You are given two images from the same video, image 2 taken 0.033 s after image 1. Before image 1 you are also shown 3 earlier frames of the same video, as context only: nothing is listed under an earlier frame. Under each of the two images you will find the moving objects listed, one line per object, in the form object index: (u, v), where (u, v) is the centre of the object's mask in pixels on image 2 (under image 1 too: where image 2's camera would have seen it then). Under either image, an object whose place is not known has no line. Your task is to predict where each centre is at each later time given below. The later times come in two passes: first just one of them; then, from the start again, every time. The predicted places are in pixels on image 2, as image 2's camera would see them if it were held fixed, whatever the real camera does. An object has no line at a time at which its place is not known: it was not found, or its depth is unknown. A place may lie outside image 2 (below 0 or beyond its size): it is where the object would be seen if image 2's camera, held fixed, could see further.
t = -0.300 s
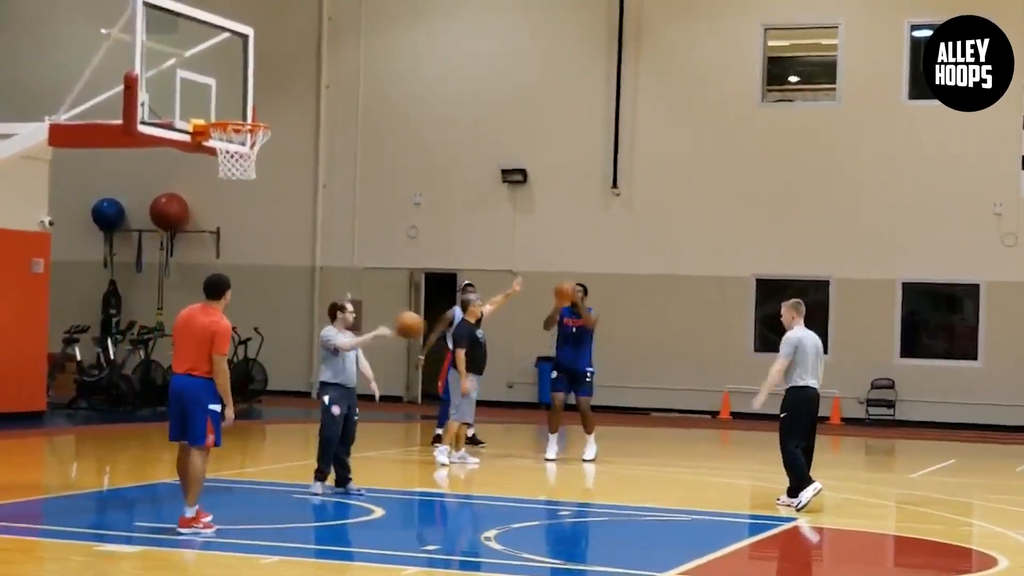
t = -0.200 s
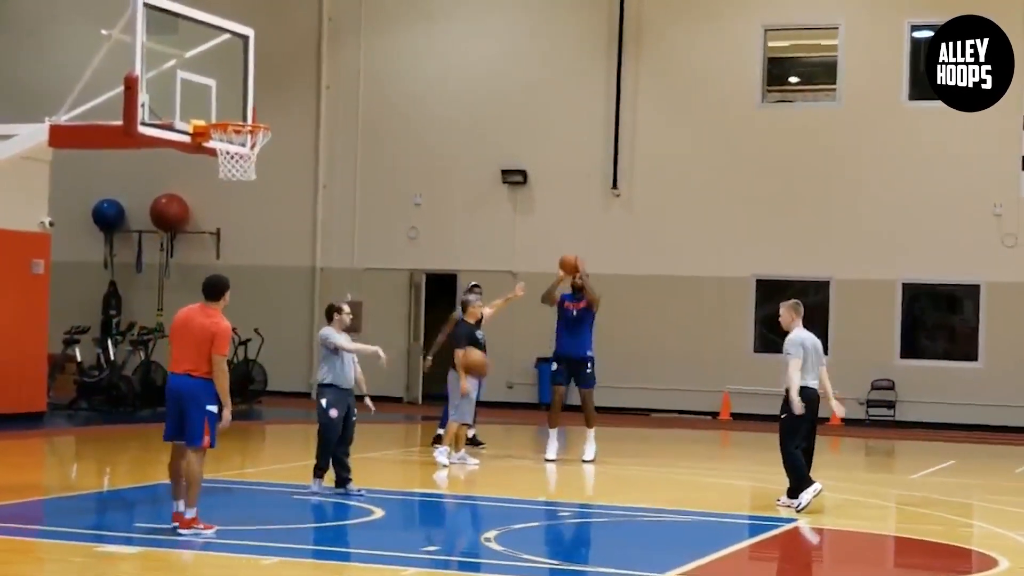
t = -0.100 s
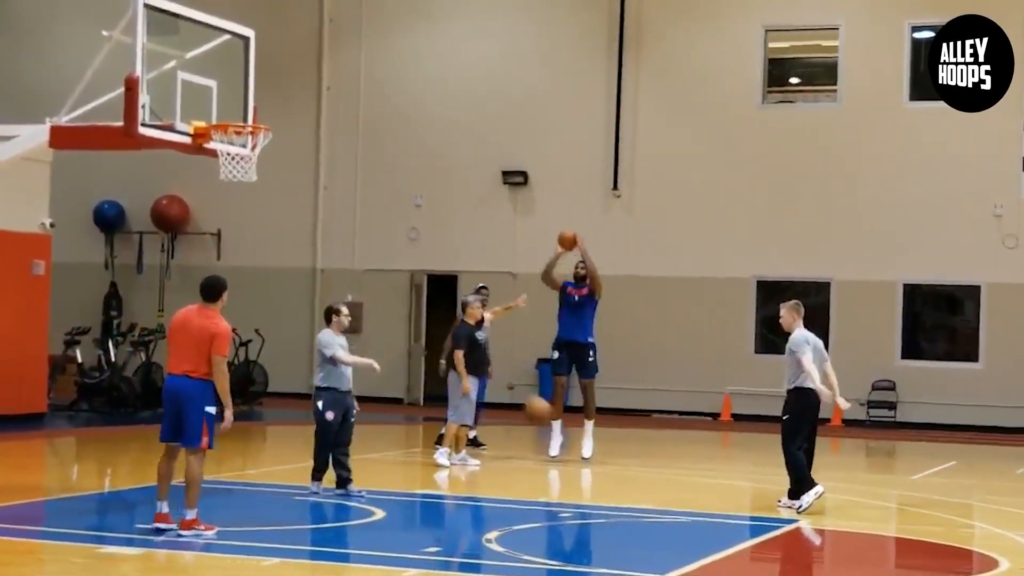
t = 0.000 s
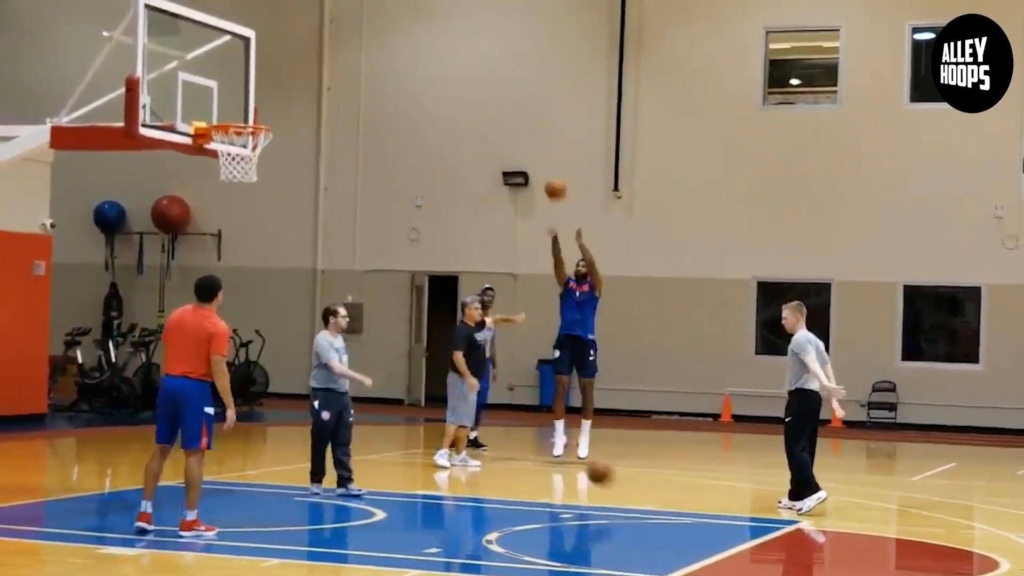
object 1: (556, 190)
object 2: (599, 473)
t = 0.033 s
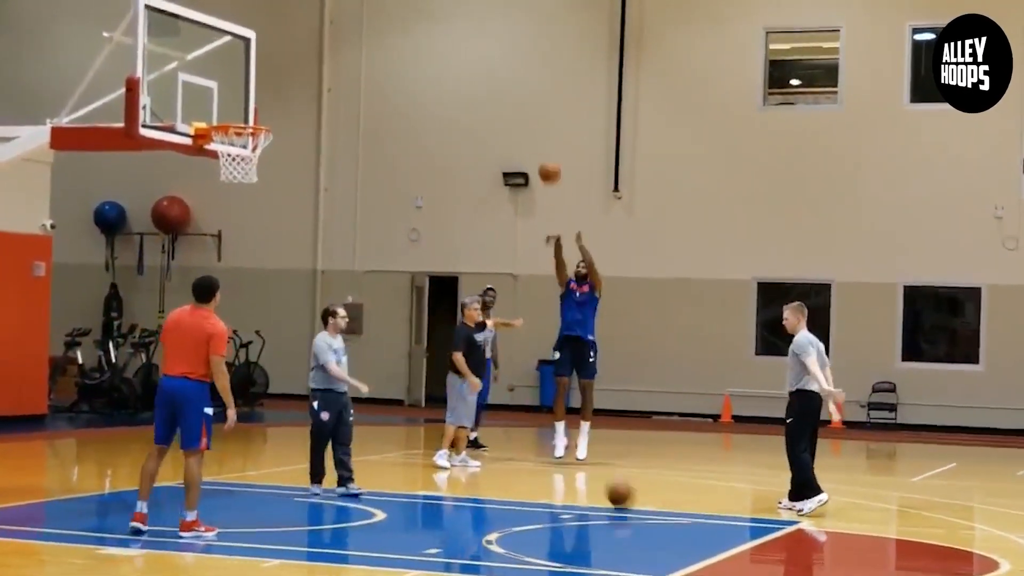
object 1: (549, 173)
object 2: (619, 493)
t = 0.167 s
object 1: (523, 108)
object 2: (661, 440)
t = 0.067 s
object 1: (542, 156)
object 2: (632, 483)
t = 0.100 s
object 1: (536, 139)
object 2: (641, 469)
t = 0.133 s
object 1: (529, 123)
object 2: (651, 453)
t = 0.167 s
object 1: (523, 108)
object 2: (661, 440)
